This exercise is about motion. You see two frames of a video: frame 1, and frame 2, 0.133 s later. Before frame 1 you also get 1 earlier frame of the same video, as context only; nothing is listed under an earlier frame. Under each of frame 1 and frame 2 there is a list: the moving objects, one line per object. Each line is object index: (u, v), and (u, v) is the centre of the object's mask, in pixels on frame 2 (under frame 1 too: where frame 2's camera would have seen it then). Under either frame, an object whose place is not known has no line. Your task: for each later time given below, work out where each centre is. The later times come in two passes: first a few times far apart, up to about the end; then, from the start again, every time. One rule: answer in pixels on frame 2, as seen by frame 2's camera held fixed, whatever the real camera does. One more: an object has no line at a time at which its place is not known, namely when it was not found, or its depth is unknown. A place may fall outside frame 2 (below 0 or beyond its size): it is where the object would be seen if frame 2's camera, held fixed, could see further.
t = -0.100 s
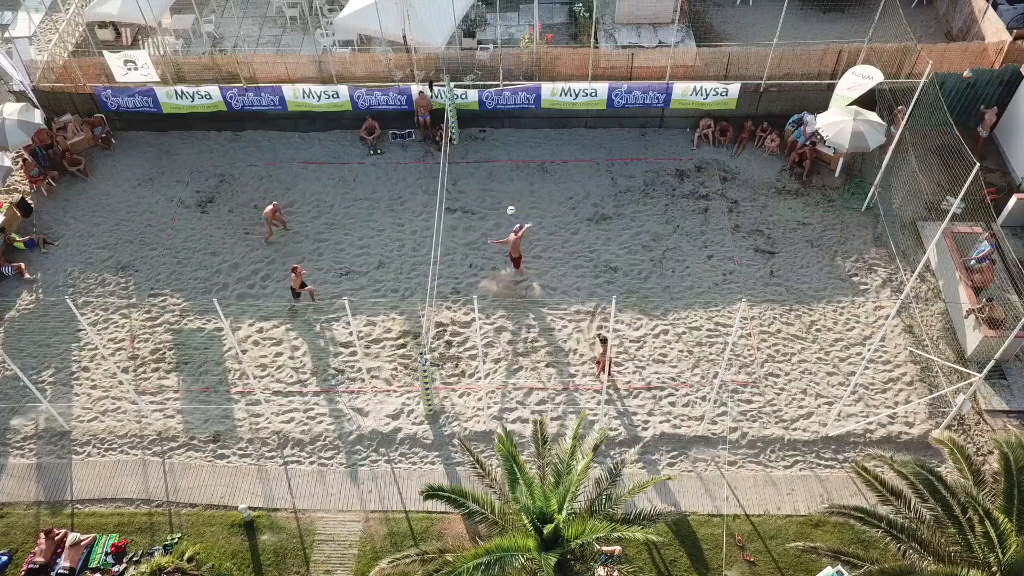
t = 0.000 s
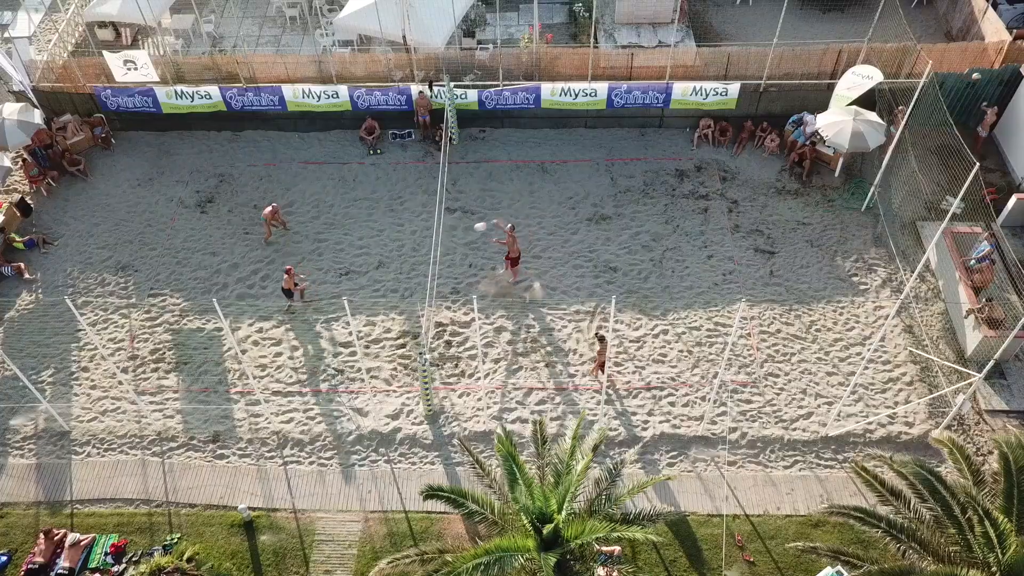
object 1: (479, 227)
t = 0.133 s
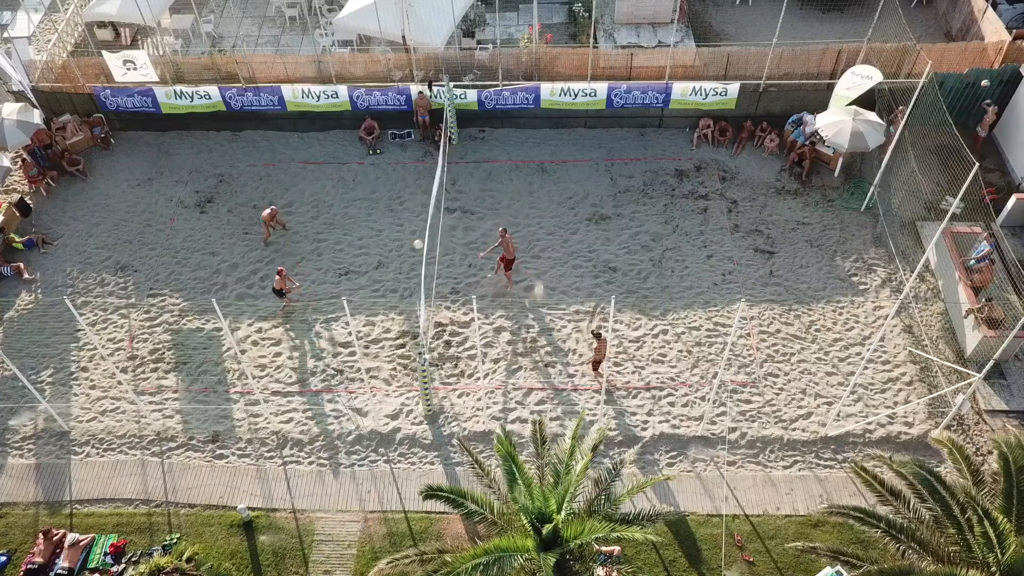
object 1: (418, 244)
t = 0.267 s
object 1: (385, 253)
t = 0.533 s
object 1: (324, 286)
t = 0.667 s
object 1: (300, 307)
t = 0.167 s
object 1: (410, 246)
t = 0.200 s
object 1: (402, 248)
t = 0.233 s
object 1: (394, 251)
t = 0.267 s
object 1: (385, 253)
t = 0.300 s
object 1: (377, 257)
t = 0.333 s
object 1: (369, 260)
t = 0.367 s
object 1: (361, 263)
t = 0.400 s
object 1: (353, 268)
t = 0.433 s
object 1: (346, 272)
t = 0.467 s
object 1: (339, 276)
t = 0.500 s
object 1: (331, 281)
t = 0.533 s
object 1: (324, 286)
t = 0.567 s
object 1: (318, 291)
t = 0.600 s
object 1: (312, 296)
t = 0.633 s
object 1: (304, 302)
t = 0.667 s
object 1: (300, 307)
